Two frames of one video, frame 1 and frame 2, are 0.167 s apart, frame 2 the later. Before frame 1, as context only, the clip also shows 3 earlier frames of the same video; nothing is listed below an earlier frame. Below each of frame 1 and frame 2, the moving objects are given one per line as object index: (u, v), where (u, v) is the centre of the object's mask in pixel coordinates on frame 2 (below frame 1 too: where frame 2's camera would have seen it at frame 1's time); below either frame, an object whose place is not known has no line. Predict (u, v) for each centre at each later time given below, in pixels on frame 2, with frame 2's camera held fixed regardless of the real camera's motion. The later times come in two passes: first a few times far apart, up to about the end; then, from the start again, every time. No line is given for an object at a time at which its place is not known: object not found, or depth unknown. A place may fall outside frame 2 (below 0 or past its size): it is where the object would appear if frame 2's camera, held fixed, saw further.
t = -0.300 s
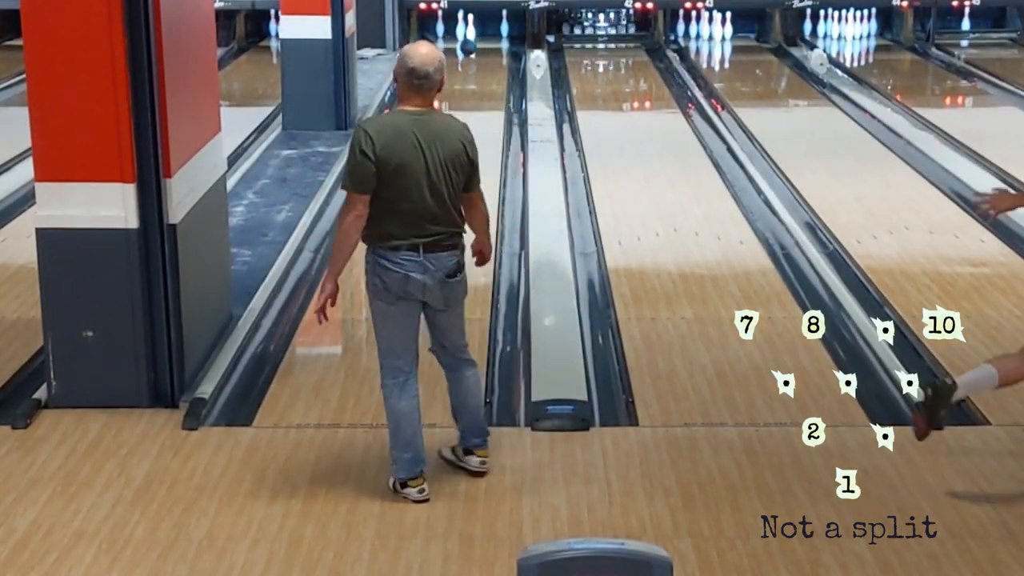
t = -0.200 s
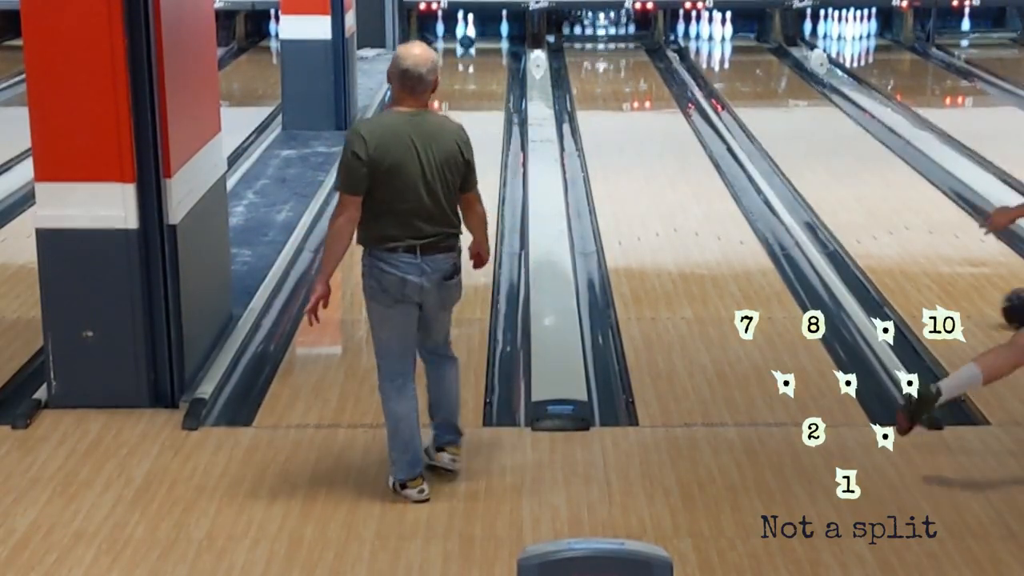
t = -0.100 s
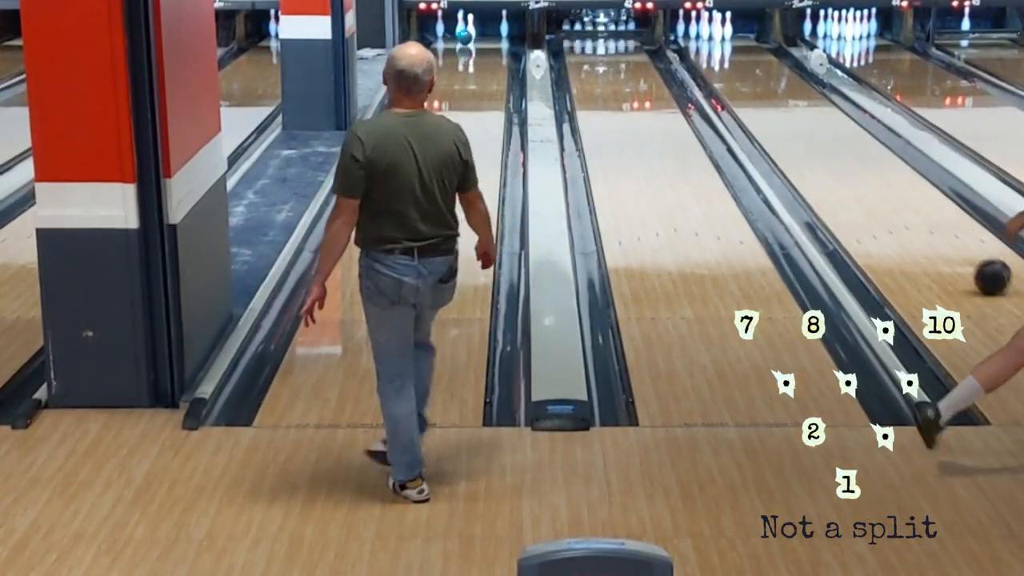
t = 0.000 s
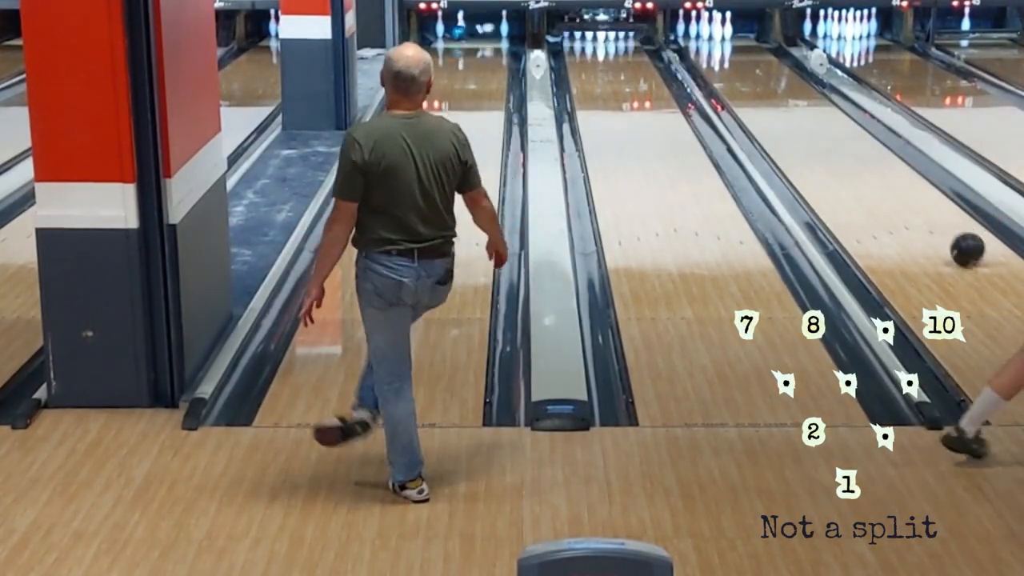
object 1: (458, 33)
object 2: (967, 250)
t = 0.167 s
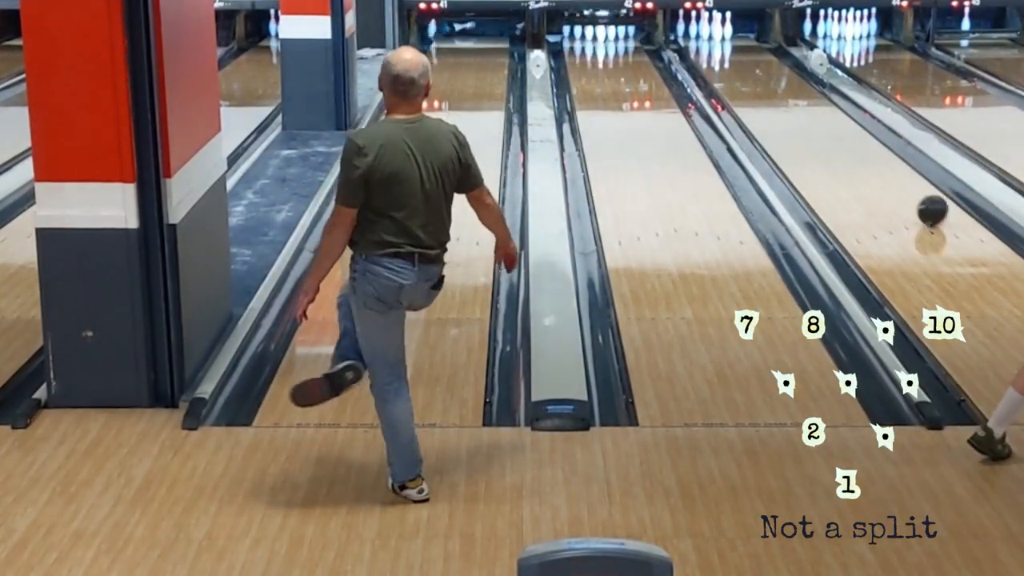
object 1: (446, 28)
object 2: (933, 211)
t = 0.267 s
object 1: (438, 30)
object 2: (914, 191)
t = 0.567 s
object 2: (870, 143)
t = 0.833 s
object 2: (838, 111)
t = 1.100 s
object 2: (814, 86)
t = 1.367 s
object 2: (790, 65)
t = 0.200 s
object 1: (442, 29)
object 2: (926, 204)
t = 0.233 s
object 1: (440, 30)
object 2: (920, 197)
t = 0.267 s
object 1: (438, 30)
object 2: (914, 191)
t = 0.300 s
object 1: (440, 31)
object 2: (908, 185)
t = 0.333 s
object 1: (441, 31)
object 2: (903, 179)
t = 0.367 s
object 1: (441, 33)
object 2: (898, 173)
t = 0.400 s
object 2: (893, 168)
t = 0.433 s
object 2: (888, 162)
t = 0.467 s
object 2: (883, 157)
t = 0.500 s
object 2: (878, 152)
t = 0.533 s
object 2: (874, 148)
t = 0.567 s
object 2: (870, 143)
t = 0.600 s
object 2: (865, 138)
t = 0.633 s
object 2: (861, 134)
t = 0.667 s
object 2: (857, 130)
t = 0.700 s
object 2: (853, 126)
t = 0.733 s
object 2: (849, 122)
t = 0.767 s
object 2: (845, 118)
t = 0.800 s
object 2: (842, 114)
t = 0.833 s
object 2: (838, 111)
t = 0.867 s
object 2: (835, 107)
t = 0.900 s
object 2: (831, 104)
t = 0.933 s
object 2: (828, 100)
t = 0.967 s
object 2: (825, 97)
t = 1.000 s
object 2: (822, 94)
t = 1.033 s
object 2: (819, 91)
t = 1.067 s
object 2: (816, 89)
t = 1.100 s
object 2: (814, 86)
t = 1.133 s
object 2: (809, 84)
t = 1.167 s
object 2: (806, 82)
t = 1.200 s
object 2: (803, 77)
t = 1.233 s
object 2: (801, 75)
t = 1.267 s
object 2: (798, 73)
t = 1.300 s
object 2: (796, 70)
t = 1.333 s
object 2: (793, 67)
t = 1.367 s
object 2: (790, 65)
